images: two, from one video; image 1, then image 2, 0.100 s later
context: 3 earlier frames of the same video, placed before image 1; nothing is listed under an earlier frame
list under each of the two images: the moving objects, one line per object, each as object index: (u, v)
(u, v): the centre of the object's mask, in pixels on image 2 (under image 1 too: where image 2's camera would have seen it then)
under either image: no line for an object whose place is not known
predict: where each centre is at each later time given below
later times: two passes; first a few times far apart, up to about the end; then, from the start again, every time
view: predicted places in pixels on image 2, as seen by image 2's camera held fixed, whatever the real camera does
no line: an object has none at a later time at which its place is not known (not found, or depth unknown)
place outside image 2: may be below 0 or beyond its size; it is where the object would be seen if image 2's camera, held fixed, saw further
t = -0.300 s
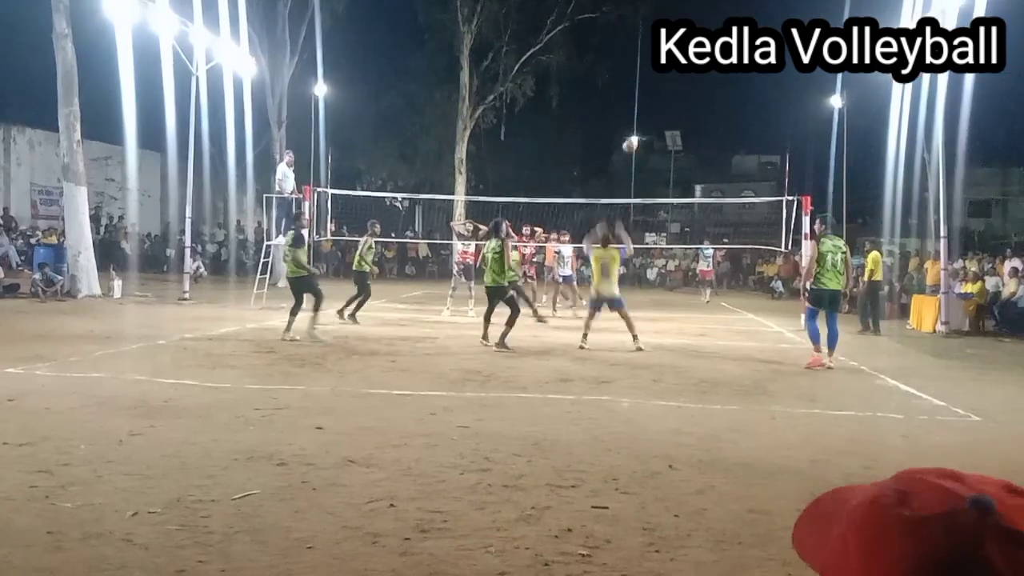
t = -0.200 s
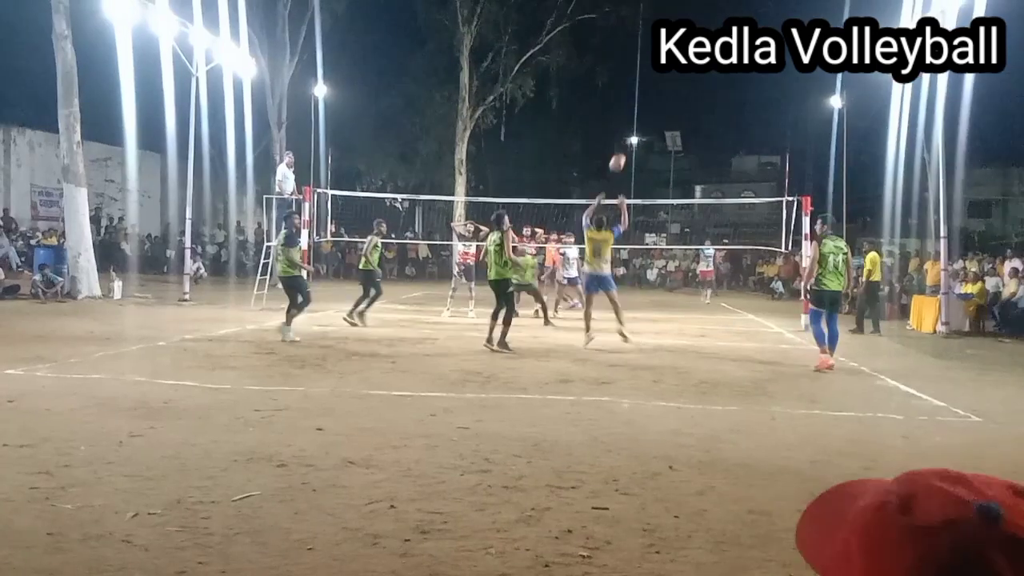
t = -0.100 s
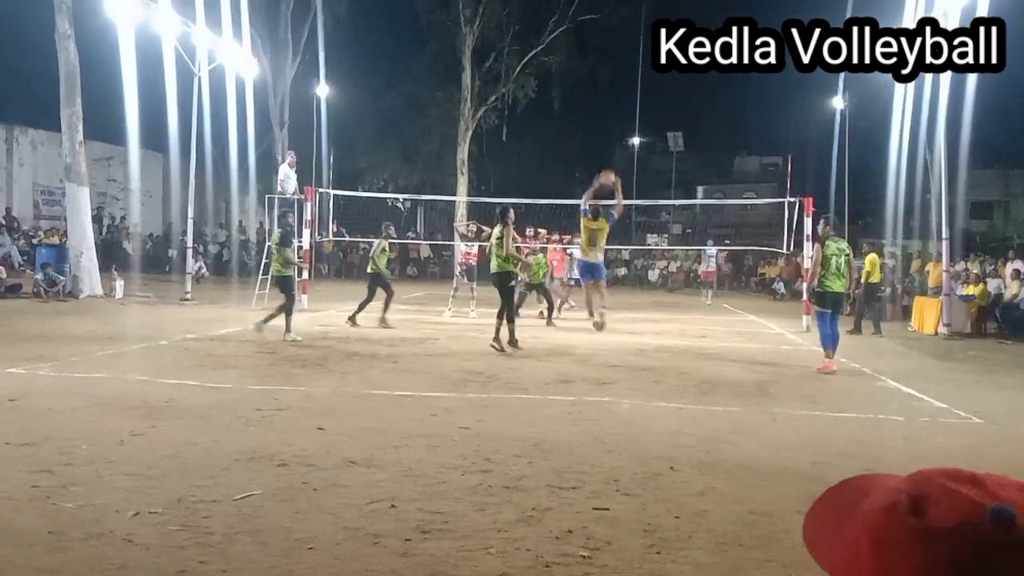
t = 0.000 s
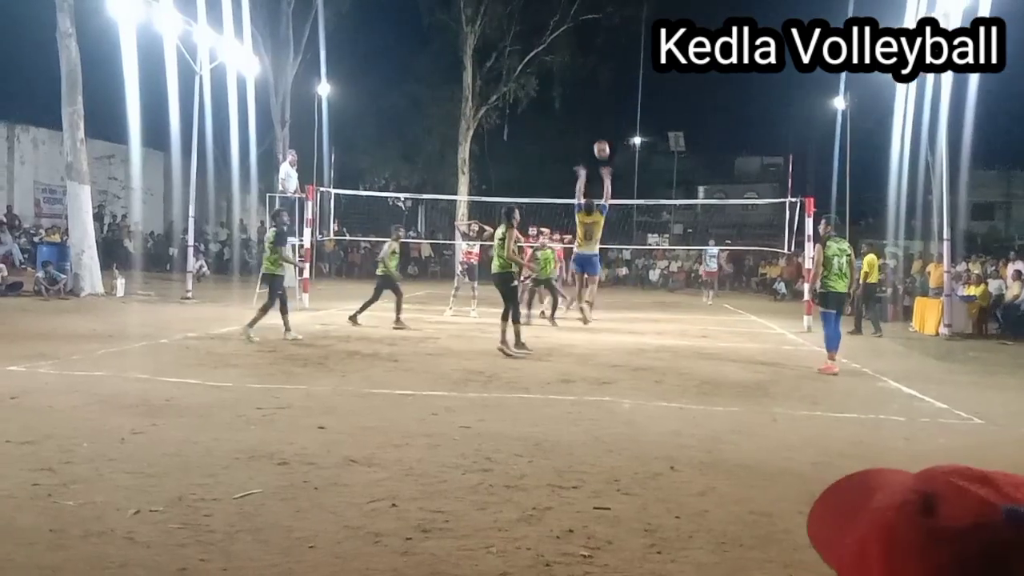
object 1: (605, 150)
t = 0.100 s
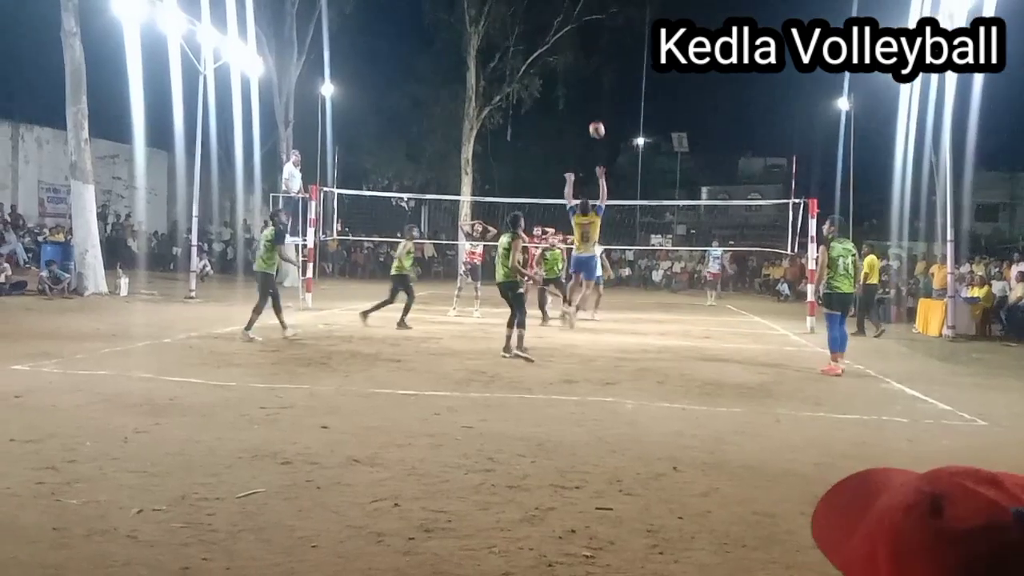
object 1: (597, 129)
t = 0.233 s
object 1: (586, 113)
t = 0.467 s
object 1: (569, 115)
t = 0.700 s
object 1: (553, 148)
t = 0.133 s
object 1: (594, 124)
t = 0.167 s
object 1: (591, 119)
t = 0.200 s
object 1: (589, 116)
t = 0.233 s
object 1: (586, 113)
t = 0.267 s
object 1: (584, 111)
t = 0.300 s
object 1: (581, 110)
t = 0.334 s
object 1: (579, 109)
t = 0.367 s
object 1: (576, 110)
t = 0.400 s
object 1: (574, 111)
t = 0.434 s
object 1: (572, 113)
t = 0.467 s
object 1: (569, 115)
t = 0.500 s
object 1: (567, 118)
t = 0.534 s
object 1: (564, 121)
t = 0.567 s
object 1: (562, 125)
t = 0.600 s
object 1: (560, 130)
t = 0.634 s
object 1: (557, 135)
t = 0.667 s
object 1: (555, 141)
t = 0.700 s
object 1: (553, 148)
